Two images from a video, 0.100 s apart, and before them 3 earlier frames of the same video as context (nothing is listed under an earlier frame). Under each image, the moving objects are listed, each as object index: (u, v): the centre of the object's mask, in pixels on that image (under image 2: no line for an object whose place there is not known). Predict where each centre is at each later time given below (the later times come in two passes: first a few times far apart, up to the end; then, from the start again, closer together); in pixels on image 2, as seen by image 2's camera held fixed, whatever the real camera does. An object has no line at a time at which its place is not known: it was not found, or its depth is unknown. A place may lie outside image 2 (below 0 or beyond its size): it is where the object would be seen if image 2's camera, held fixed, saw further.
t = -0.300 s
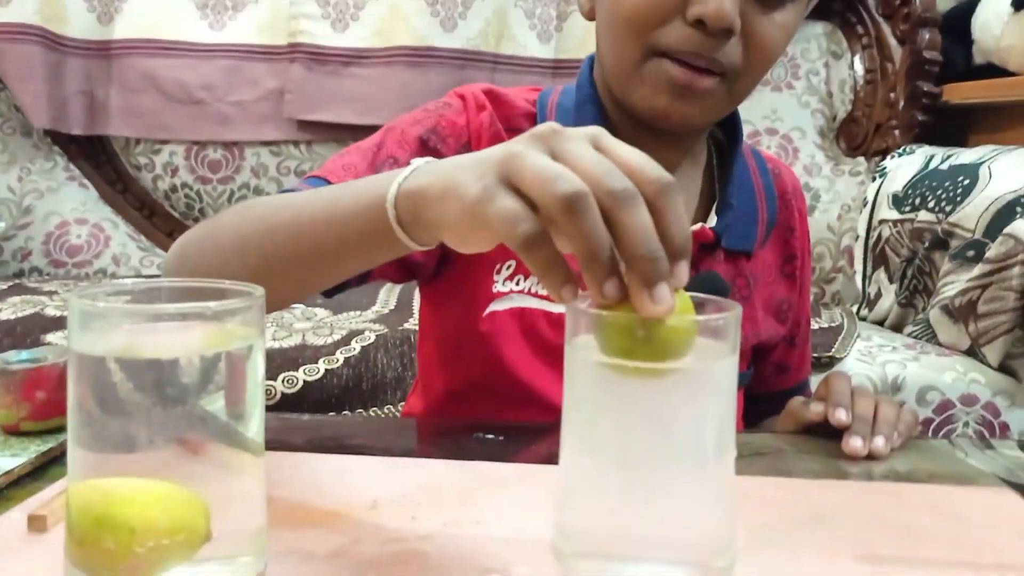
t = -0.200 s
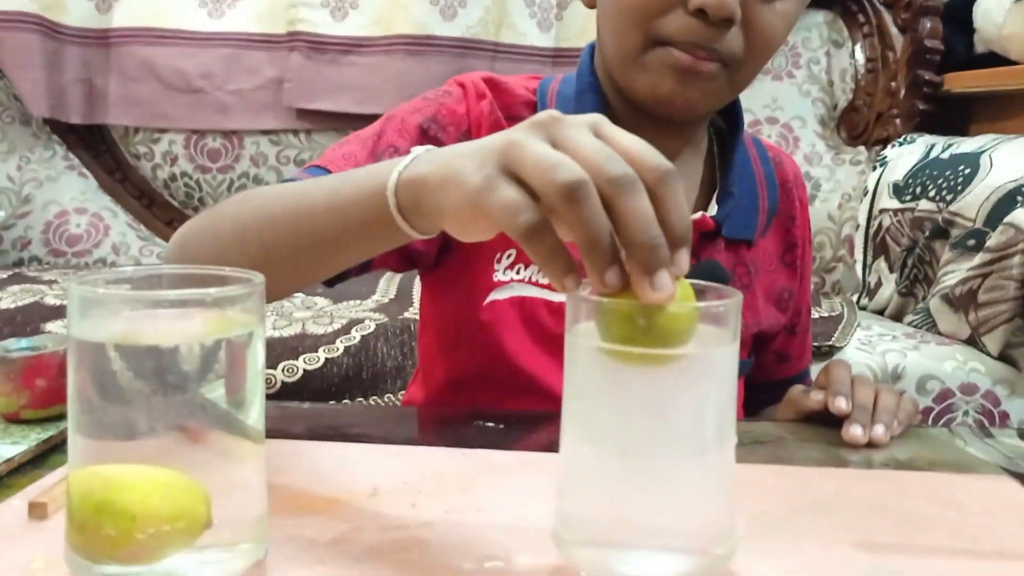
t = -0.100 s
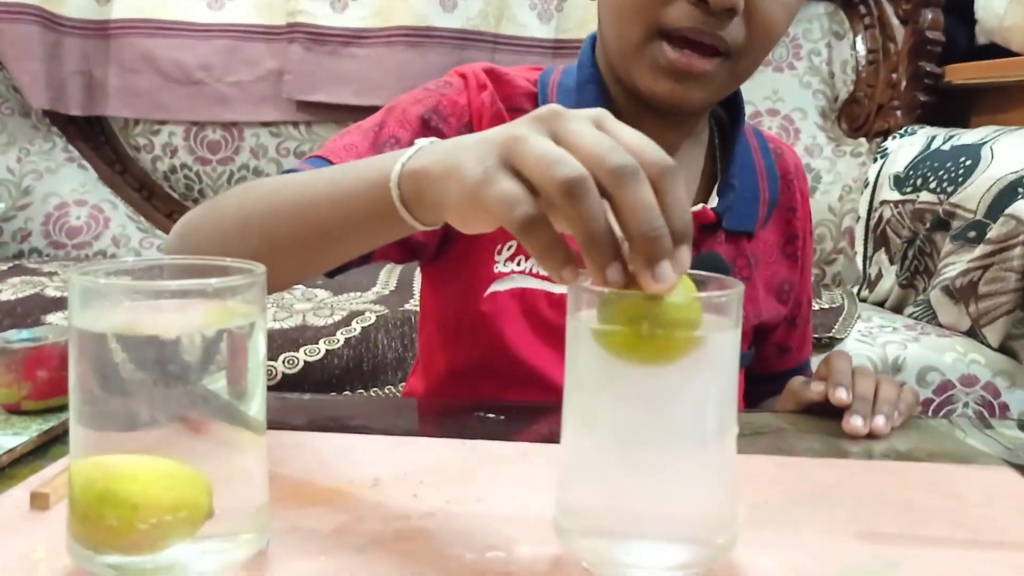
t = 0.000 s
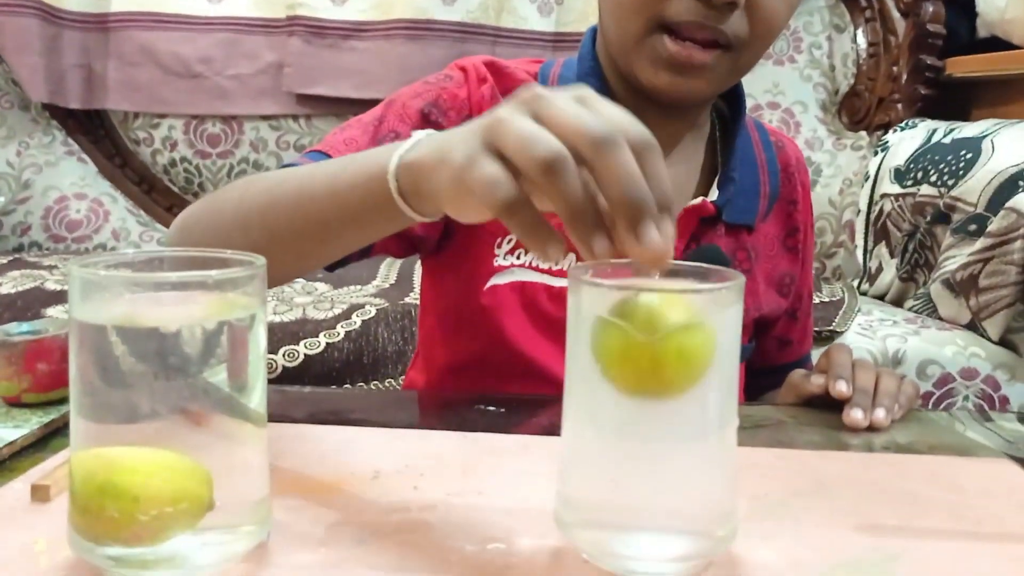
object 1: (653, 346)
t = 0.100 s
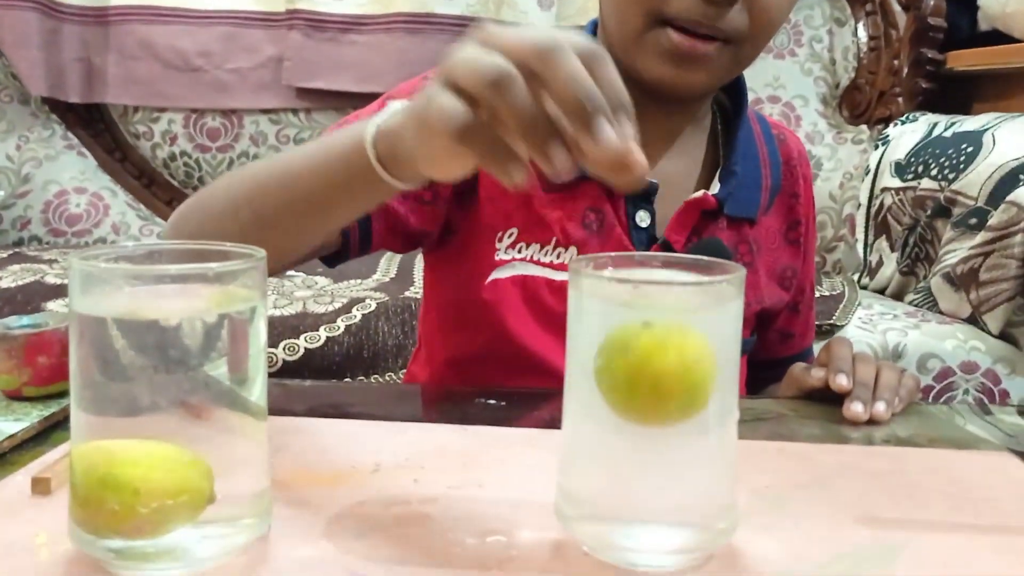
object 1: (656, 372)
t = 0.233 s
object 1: (662, 394)
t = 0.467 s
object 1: (673, 403)
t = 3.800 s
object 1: (682, 333)
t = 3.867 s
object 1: (681, 332)
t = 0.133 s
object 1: (657, 379)
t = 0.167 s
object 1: (658, 385)
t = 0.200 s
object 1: (660, 390)
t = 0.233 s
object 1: (662, 394)
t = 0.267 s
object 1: (665, 399)
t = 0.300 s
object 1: (667, 401)
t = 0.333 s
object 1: (669, 403)
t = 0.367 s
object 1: (670, 404)
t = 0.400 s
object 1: (671, 404)
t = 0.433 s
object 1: (672, 404)
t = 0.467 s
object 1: (673, 403)
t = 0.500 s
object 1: (674, 402)
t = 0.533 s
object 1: (675, 401)
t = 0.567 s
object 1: (675, 400)
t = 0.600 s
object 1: (677, 398)
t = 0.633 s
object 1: (678, 396)
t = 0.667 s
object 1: (679, 395)
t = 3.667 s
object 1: (682, 334)
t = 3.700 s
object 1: (683, 333)
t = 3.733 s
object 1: (682, 332)
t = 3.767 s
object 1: (682, 333)
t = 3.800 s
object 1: (682, 333)
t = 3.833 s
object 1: (682, 332)
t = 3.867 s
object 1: (681, 332)
